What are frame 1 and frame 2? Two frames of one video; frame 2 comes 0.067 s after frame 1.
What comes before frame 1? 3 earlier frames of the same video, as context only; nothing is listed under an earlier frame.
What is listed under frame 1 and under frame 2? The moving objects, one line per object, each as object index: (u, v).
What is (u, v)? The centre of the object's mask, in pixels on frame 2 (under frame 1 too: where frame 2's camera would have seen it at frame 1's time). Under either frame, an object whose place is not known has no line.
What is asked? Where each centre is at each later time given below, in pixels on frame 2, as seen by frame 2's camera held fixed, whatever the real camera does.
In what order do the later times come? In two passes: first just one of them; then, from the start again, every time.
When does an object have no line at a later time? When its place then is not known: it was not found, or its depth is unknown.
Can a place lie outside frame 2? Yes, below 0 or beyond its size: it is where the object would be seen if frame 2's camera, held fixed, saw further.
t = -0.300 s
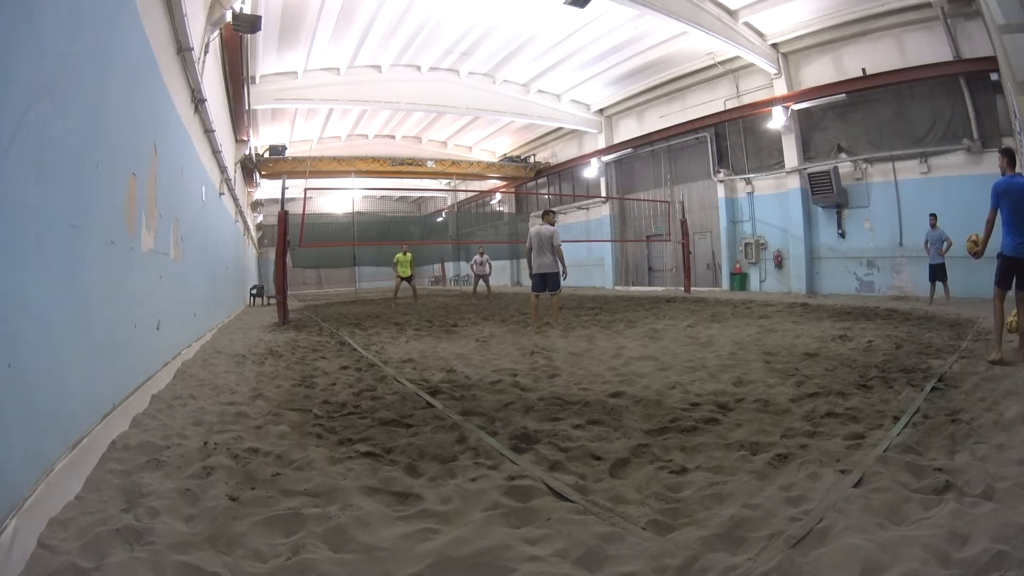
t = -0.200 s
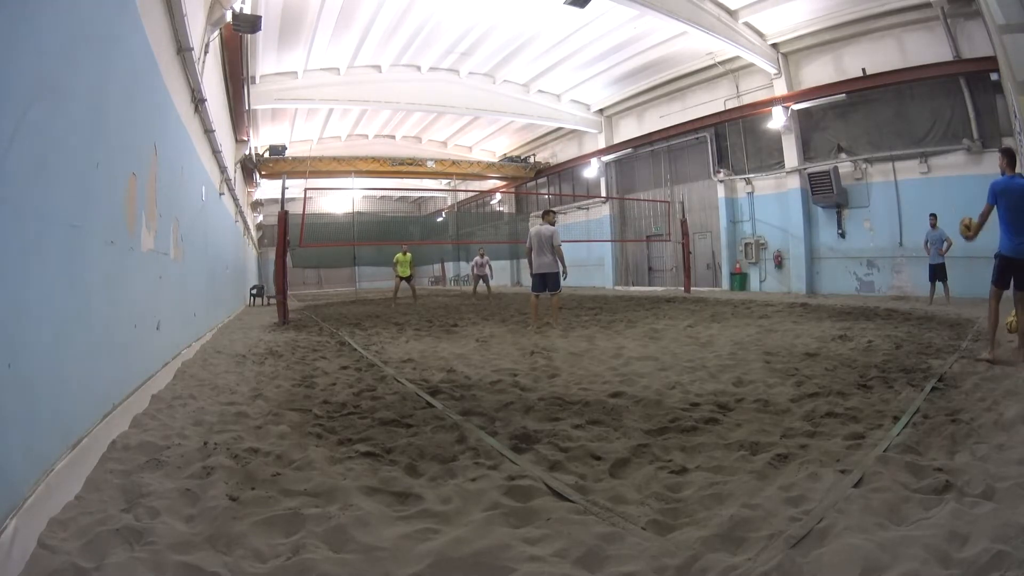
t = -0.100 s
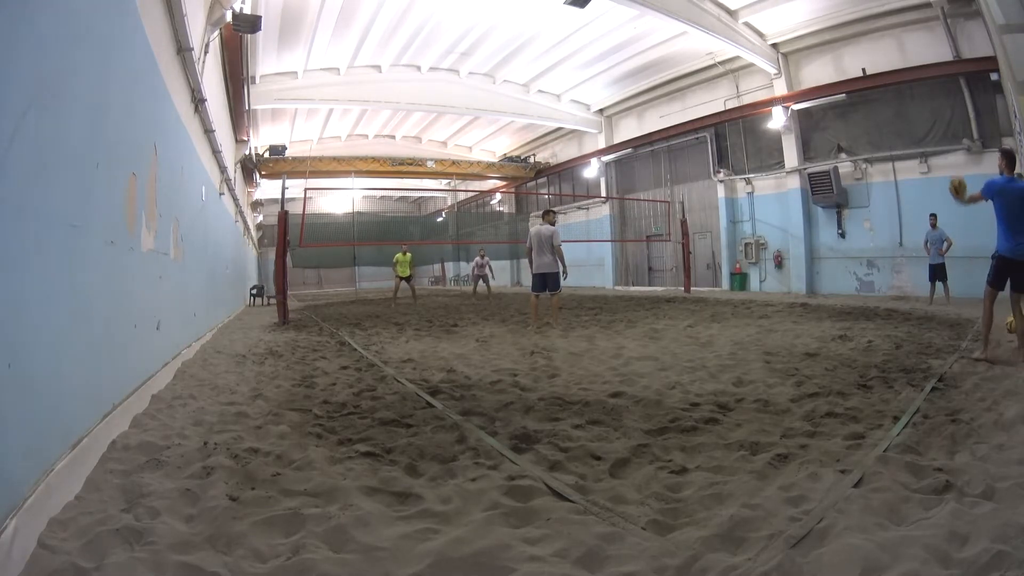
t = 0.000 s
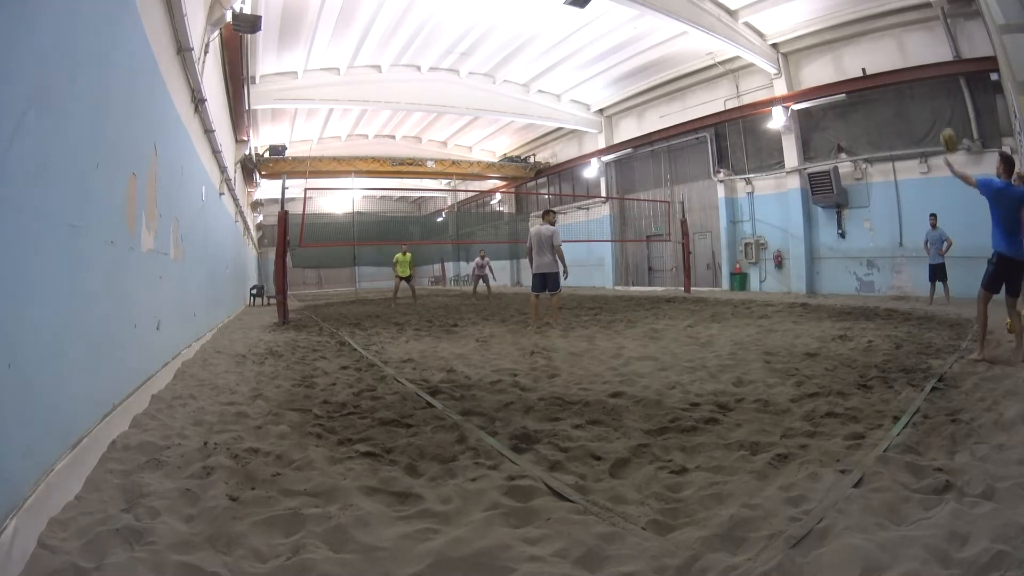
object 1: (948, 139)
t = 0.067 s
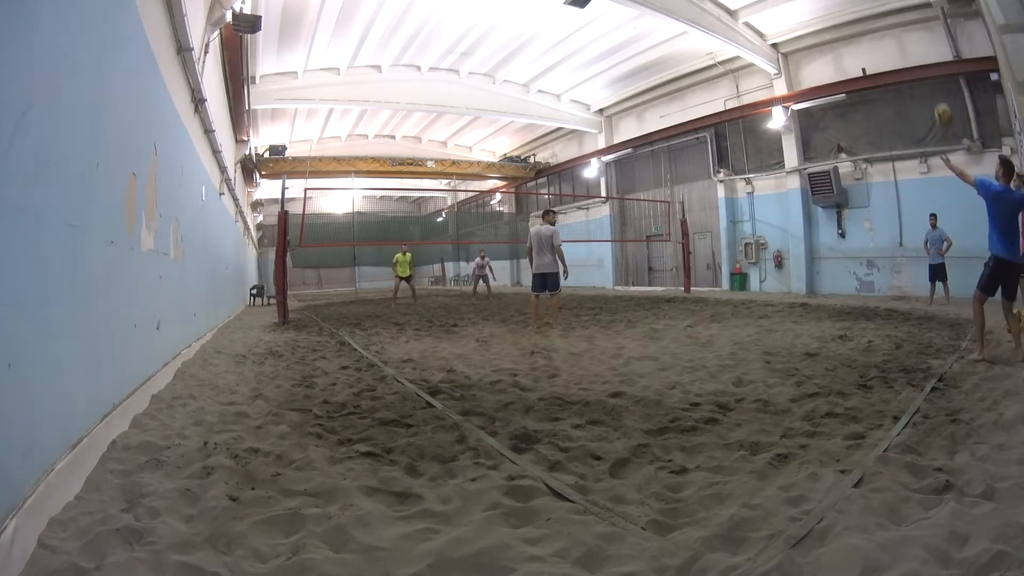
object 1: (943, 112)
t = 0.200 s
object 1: (933, 76)
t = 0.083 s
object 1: (941, 106)
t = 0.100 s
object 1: (940, 101)
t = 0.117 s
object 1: (939, 96)
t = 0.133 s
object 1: (938, 91)
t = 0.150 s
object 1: (937, 86)
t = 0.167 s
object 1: (936, 83)
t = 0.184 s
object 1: (935, 79)
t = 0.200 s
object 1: (933, 76)
